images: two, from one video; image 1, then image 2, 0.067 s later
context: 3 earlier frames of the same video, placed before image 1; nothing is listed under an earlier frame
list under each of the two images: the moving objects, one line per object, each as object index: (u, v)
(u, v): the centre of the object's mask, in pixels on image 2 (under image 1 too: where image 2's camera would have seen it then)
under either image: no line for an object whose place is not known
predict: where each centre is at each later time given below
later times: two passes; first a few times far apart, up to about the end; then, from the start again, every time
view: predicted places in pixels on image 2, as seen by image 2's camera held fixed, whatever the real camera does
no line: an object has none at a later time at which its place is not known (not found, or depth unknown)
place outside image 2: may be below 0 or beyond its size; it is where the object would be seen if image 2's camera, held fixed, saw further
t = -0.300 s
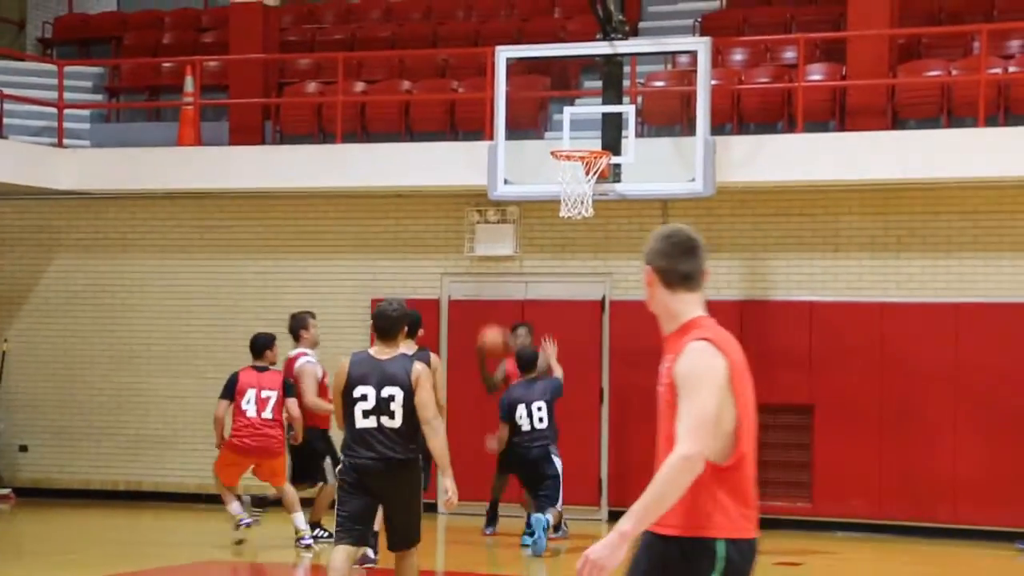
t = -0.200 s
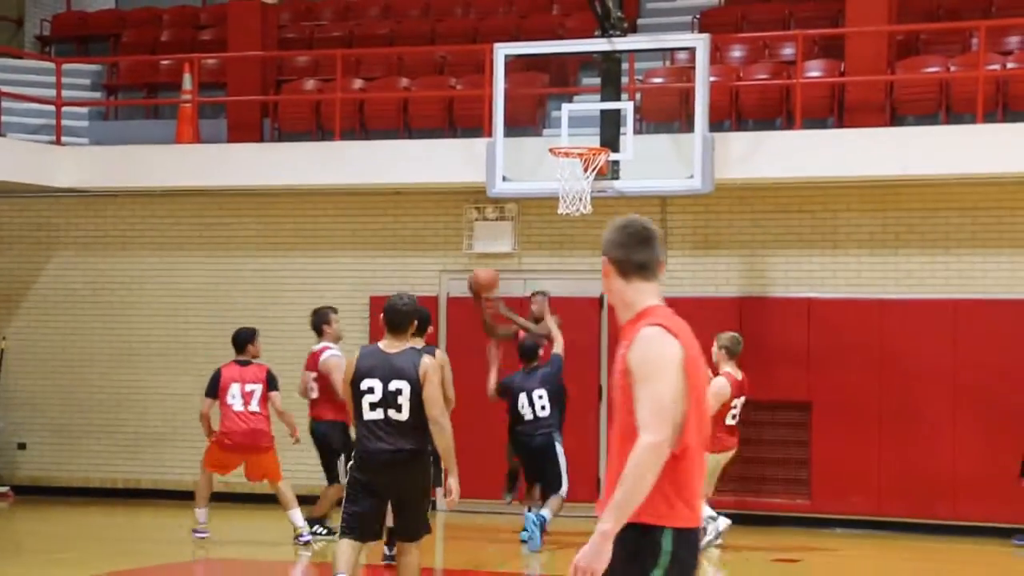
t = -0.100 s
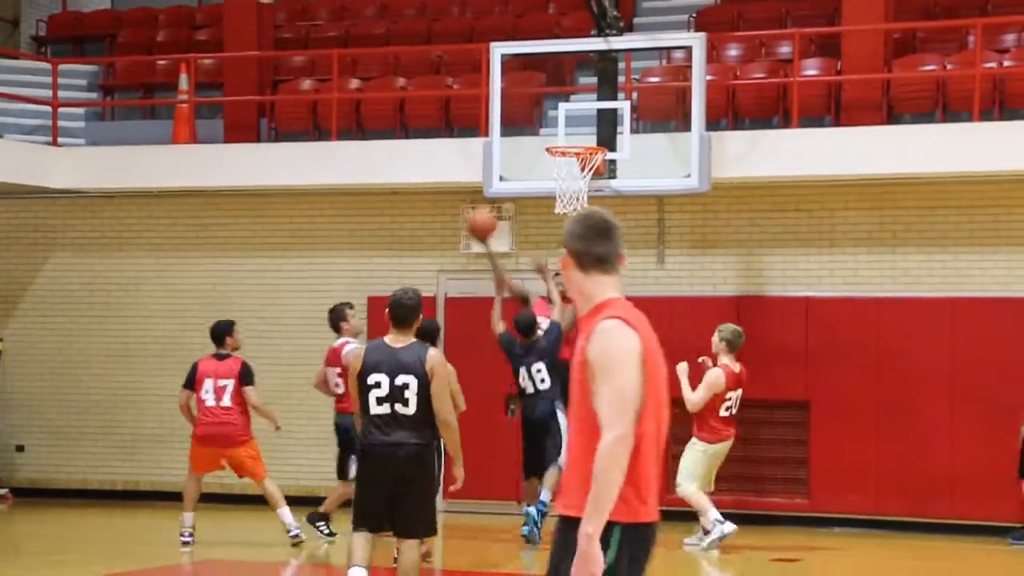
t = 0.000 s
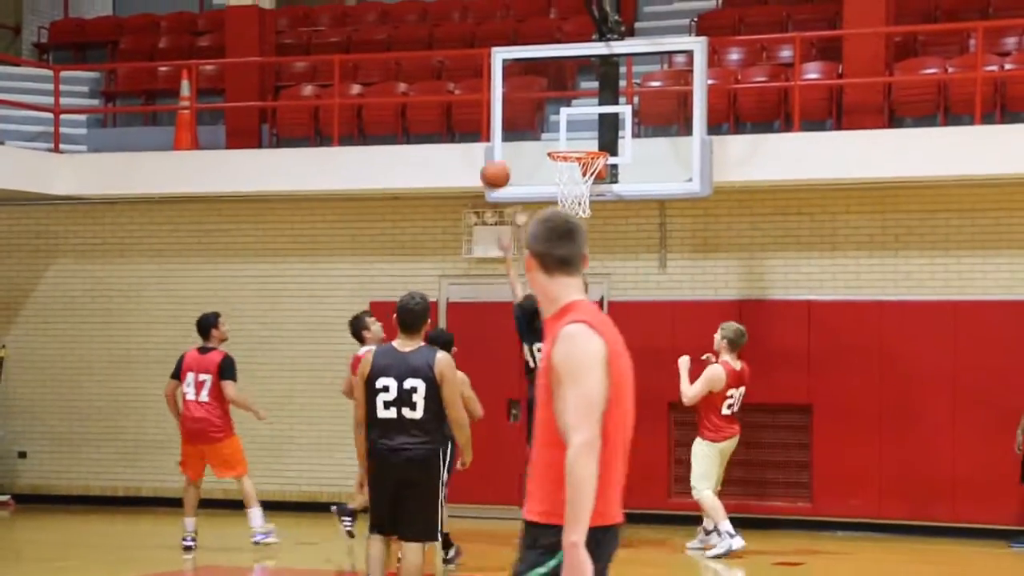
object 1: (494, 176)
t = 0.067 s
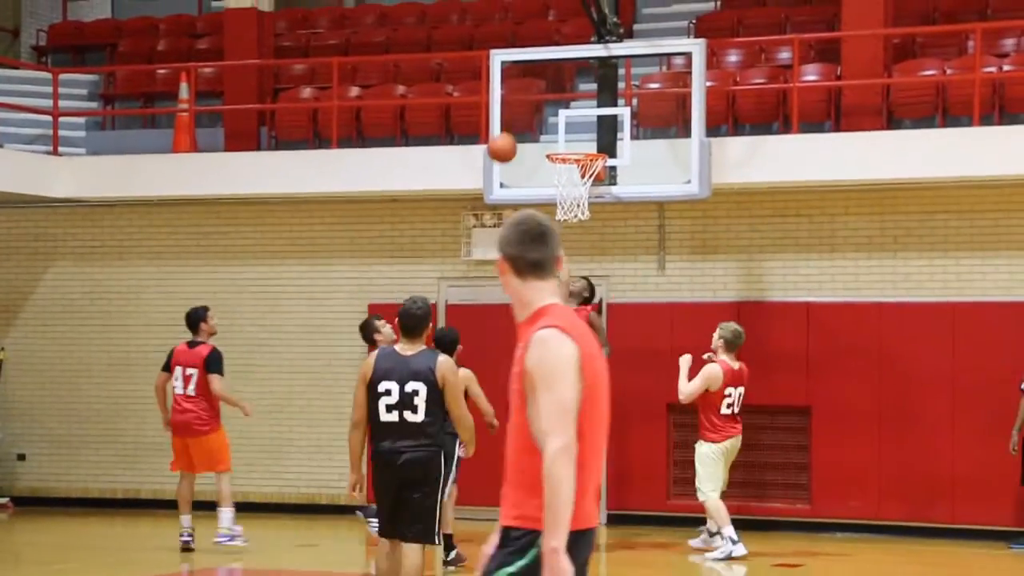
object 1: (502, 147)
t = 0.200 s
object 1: (518, 108)
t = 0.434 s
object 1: (547, 88)
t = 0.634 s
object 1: (570, 127)
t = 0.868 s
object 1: (574, 107)
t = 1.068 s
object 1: (572, 111)
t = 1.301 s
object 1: (568, 178)
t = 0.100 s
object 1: (507, 135)
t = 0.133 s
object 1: (511, 124)
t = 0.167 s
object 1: (515, 117)
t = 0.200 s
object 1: (518, 108)
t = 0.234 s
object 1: (522, 101)
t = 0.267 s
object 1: (526, 96)
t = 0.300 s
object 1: (531, 91)
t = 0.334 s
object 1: (534, 89)
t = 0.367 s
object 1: (538, 88)
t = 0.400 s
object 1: (543, 86)
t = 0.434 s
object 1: (547, 88)
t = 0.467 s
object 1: (550, 91)
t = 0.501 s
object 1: (554, 95)
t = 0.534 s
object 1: (558, 101)
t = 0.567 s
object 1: (562, 108)
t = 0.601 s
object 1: (566, 116)
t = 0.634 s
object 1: (570, 127)
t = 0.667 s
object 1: (574, 136)
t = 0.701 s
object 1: (576, 139)
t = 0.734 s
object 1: (576, 132)
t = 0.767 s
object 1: (575, 124)
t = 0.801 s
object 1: (575, 117)
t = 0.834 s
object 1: (575, 111)
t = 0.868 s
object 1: (574, 107)
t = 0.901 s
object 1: (574, 105)
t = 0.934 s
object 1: (574, 104)
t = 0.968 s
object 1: (574, 104)
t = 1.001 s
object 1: (573, 105)
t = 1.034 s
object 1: (573, 107)
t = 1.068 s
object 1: (572, 111)
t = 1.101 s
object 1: (572, 117)
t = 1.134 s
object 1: (572, 124)
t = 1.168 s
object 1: (571, 133)
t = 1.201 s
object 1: (571, 140)
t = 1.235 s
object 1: (571, 146)
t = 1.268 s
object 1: (569, 166)
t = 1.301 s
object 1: (568, 178)
